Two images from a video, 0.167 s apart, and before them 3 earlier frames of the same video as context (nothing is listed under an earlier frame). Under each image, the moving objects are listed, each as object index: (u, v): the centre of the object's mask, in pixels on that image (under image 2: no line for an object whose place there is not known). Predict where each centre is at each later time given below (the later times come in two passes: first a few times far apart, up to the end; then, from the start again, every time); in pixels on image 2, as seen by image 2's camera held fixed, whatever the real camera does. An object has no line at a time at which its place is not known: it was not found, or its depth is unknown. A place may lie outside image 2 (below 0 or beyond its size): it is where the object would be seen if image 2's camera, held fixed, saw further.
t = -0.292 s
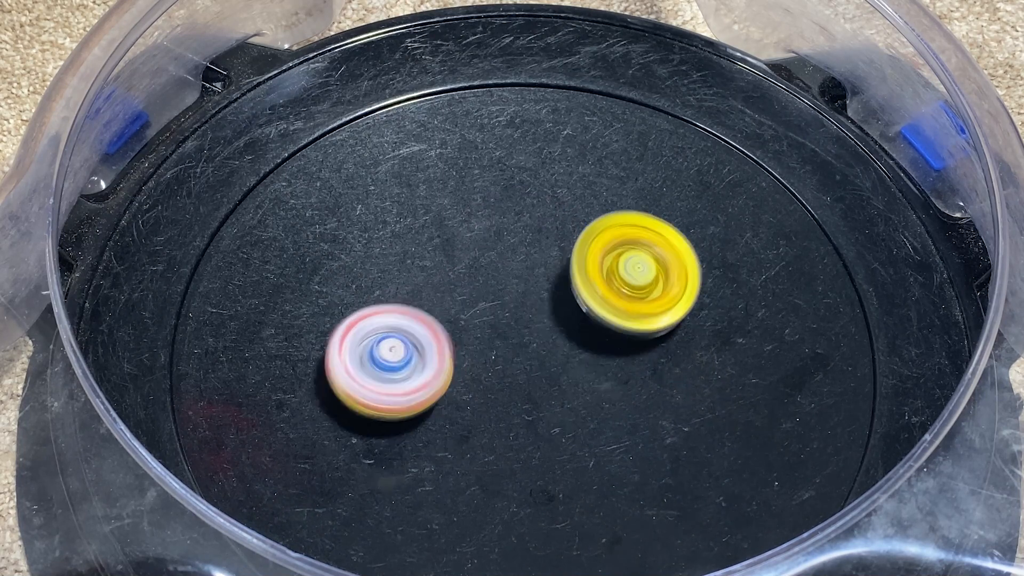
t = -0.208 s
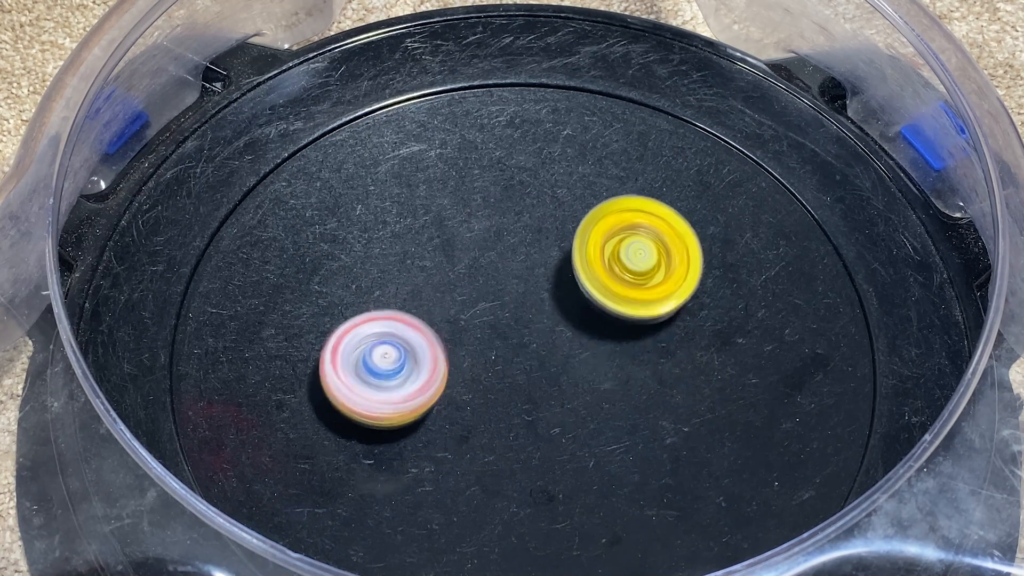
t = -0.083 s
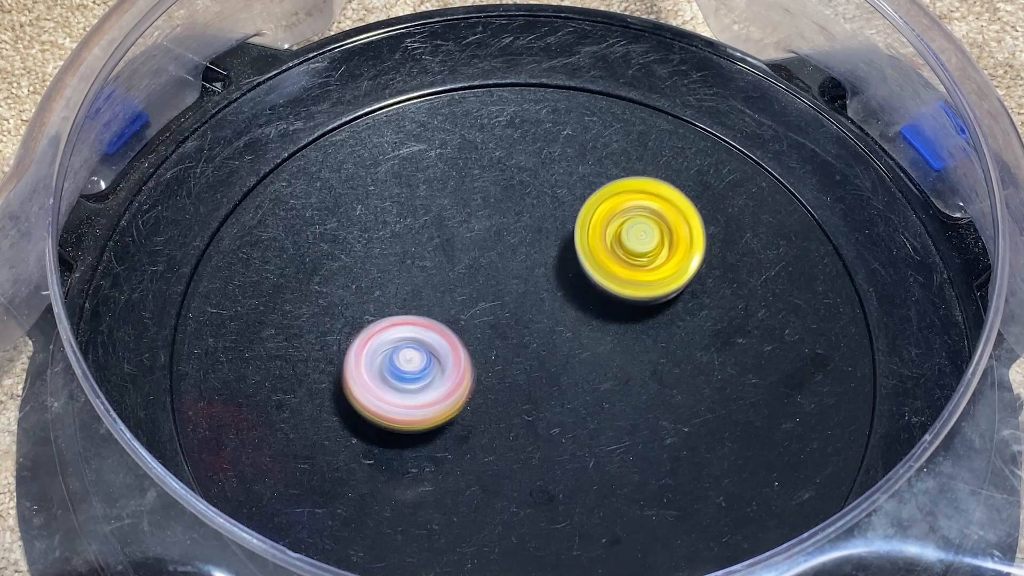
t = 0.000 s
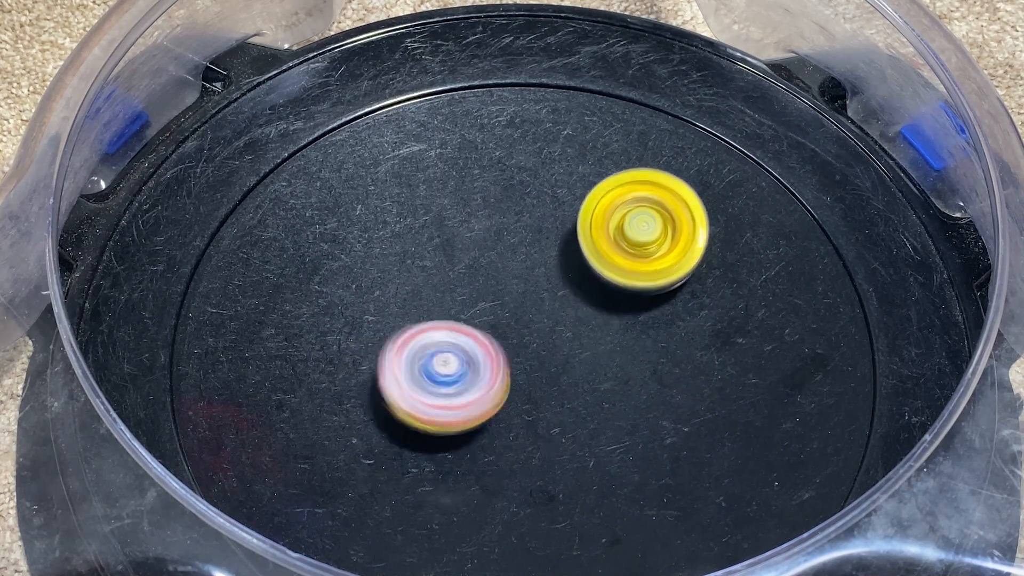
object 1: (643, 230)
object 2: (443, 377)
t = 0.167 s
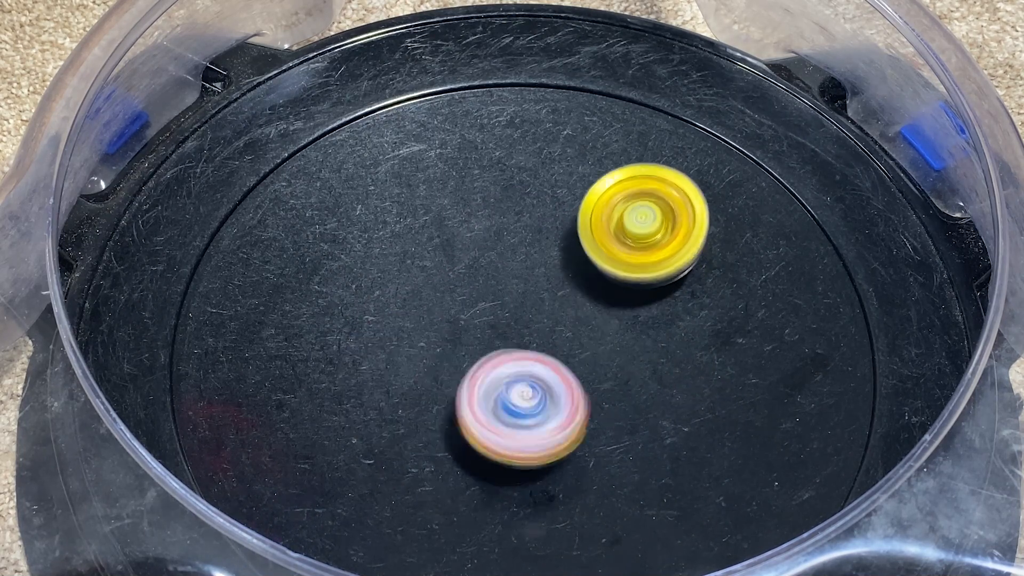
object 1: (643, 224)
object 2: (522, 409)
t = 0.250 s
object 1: (640, 225)
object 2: (544, 432)
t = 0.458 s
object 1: (618, 246)
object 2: (552, 440)
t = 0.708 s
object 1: (569, 258)
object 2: (560, 393)
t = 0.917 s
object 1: (520, 249)
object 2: (560, 398)
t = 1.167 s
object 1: (468, 241)
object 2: (547, 342)
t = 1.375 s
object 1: (440, 237)
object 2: (585, 317)
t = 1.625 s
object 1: (434, 247)
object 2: (570, 333)
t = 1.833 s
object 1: (413, 242)
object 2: (575, 380)
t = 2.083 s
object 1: (397, 258)
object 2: (567, 491)
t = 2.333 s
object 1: (398, 291)
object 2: (496, 385)
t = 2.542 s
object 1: (398, 288)
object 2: (592, 403)
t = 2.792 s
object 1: (405, 326)
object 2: (564, 401)
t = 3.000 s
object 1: (416, 360)
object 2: (560, 318)
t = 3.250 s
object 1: (430, 397)
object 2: (606, 312)
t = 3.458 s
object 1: (443, 420)
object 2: (538, 336)
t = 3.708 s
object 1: (457, 426)
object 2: (486, 287)
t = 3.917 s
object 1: (476, 427)
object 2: (524, 301)
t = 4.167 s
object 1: (489, 447)
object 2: (617, 295)
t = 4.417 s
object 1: (512, 449)
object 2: (598, 356)
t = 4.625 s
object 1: (516, 444)
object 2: (567, 315)
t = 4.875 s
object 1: (537, 426)
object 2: (565, 296)
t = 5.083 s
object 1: (559, 420)
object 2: (534, 287)
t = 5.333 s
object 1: (590, 413)
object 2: (524, 284)
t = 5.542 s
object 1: (603, 406)
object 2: (495, 314)
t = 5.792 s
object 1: (607, 393)
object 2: (455, 350)
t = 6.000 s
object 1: (604, 372)
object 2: (458, 363)
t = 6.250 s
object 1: (620, 347)
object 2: (427, 343)
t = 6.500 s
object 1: (628, 328)
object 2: (491, 326)
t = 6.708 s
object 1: (652, 327)
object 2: (437, 328)
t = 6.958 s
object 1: (641, 326)
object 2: (465, 329)
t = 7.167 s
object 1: (615, 320)
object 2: (500, 382)
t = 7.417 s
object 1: (590, 299)
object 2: (494, 410)
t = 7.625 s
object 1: (582, 278)
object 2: (513, 383)
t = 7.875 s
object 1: (614, 224)
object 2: (431, 480)
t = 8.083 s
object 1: (610, 233)
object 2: (373, 441)
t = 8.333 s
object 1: (582, 275)
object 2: (469, 382)
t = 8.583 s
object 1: (563, 276)
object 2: (505, 409)
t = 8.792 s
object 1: (541, 270)
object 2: (581, 400)
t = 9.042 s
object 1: (526, 258)
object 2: (596, 396)
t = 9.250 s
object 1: (519, 252)
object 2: (568, 363)
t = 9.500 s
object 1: (517, 256)
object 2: (522, 389)
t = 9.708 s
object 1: (516, 250)
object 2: (496, 403)
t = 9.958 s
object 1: (501, 256)
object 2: (502, 387)
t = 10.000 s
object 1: (498, 259)
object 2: (510, 380)
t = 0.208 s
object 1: (642, 225)
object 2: (536, 421)
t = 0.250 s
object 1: (640, 225)
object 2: (544, 432)
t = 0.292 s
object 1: (639, 227)
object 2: (548, 441)
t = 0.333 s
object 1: (635, 230)
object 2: (551, 448)
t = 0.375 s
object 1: (630, 235)
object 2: (553, 448)
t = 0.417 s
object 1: (625, 240)
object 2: (553, 446)
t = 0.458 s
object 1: (618, 246)
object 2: (552, 440)
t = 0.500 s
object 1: (611, 251)
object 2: (549, 433)
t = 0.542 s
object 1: (603, 257)
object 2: (547, 423)
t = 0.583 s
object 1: (595, 261)
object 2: (546, 411)
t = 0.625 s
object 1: (586, 267)
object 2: (549, 397)
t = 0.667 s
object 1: (576, 272)
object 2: (556, 382)
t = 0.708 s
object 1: (569, 258)
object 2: (560, 393)
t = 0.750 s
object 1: (560, 249)
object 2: (564, 404)
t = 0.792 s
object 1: (550, 249)
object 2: (566, 408)
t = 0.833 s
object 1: (540, 250)
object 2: (566, 407)
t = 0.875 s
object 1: (530, 250)
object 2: (563, 404)
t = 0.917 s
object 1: (520, 249)
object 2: (560, 398)
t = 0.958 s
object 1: (510, 249)
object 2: (554, 391)
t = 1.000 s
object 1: (501, 248)
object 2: (549, 383)
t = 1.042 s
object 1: (493, 247)
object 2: (546, 375)
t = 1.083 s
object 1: (484, 246)
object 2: (542, 364)
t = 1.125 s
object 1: (476, 245)
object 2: (543, 351)
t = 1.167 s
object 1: (468, 241)
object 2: (547, 342)
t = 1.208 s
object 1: (462, 241)
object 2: (556, 333)
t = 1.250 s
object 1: (455, 240)
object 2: (564, 327)
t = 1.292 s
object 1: (449, 238)
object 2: (573, 321)
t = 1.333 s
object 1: (444, 237)
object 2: (580, 318)
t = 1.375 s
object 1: (440, 237)
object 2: (585, 317)
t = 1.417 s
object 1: (438, 237)
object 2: (587, 317)
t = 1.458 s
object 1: (437, 238)
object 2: (588, 318)
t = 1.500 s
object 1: (435, 240)
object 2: (586, 320)
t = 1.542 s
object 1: (434, 242)
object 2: (582, 323)
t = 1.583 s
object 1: (434, 244)
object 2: (577, 328)
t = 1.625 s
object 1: (434, 247)
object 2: (570, 333)
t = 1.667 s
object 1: (435, 249)
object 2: (562, 336)
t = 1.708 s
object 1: (436, 253)
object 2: (554, 340)
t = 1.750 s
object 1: (437, 258)
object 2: (543, 341)
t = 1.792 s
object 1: (435, 259)
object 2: (540, 346)
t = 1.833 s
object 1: (413, 242)
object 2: (575, 380)
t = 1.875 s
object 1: (405, 237)
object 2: (602, 408)
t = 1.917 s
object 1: (404, 241)
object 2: (618, 434)
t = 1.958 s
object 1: (402, 244)
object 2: (619, 454)
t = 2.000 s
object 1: (400, 248)
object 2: (610, 472)
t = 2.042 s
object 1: (399, 252)
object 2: (593, 485)
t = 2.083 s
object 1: (397, 258)
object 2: (567, 491)
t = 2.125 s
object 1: (397, 263)
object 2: (541, 487)
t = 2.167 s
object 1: (396, 270)
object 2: (519, 472)
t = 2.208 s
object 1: (397, 276)
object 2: (501, 452)
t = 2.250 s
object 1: (398, 284)
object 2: (491, 427)
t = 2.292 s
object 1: (399, 291)
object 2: (487, 401)
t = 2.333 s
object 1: (398, 291)
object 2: (496, 385)
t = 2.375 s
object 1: (394, 276)
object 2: (520, 394)
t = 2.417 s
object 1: (397, 273)
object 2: (542, 396)
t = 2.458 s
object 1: (399, 277)
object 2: (561, 397)
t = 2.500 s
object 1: (398, 283)
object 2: (579, 398)
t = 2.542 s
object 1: (398, 288)
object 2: (592, 403)
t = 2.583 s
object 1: (398, 295)
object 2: (598, 410)
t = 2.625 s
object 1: (399, 301)
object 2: (596, 415)
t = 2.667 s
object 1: (400, 307)
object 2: (589, 417)
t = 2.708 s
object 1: (402, 313)
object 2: (581, 415)
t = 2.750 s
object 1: (403, 320)
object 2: (571, 409)
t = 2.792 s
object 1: (405, 326)
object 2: (564, 401)
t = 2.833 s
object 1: (407, 333)
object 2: (556, 385)
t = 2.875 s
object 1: (410, 340)
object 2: (553, 368)
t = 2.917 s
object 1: (412, 346)
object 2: (552, 350)
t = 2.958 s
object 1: (414, 353)
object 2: (555, 334)
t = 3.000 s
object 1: (416, 360)
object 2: (560, 318)
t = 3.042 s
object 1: (418, 366)
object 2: (568, 305)
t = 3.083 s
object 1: (420, 373)
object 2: (581, 295)
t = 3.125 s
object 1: (423, 379)
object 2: (594, 292)
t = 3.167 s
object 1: (425, 385)
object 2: (607, 295)
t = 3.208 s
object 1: (427, 391)
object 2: (610, 304)
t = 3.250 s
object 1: (430, 397)
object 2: (606, 312)
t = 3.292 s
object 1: (432, 402)
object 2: (596, 319)
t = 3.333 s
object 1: (435, 407)
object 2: (584, 326)
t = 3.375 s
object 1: (437, 412)
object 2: (571, 332)
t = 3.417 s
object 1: (440, 416)
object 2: (556, 335)
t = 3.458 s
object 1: (443, 420)
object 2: (538, 336)
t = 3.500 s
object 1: (445, 422)
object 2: (521, 332)
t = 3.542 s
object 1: (448, 424)
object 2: (503, 324)
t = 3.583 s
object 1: (450, 425)
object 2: (490, 315)
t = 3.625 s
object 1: (453, 425)
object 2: (483, 305)
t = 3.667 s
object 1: (455, 426)
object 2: (482, 294)
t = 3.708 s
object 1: (457, 426)
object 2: (486, 287)
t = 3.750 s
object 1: (460, 427)
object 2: (492, 282)
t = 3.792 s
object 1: (464, 427)
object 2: (499, 282)
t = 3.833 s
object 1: (467, 427)
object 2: (507, 284)
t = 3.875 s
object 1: (472, 427)
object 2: (516, 293)
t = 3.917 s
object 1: (476, 427)
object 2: (524, 301)
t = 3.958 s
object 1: (482, 426)
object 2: (531, 312)
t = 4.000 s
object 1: (488, 425)
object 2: (537, 322)
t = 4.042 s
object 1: (482, 438)
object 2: (555, 313)
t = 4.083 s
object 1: (479, 446)
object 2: (578, 298)
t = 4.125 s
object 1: (484, 446)
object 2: (599, 293)
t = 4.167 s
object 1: (489, 447)
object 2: (617, 295)
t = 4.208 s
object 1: (494, 448)
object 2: (632, 301)
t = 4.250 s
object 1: (499, 448)
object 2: (641, 314)
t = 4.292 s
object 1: (504, 448)
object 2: (640, 329)
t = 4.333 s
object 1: (509, 448)
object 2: (629, 344)
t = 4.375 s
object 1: (515, 447)
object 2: (611, 355)
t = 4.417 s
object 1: (512, 449)
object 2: (598, 356)
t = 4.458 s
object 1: (504, 450)
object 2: (596, 347)
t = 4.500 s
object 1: (508, 446)
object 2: (588, 339)
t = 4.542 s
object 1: (511, 446)
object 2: (580, 332)
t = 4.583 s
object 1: (513, 445)
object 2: (572, 324)
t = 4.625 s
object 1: (516, 444)
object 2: (567, 315)
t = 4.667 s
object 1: (518, 442)
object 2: (565, 308)
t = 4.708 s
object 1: (521, 440)
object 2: (566, 304)
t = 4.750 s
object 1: (524, 437)
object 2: (567, 302)
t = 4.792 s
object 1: (528, 433)
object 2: (569, 299)
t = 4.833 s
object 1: (532, 430)
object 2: (568, 297)
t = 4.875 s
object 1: (537, 426)
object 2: (565, 296)
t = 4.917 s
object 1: (542, 422)
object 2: (560, 296)
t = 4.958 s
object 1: (547, 418)
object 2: (554, 297)
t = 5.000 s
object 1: (552, 414)
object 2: (547, 299)
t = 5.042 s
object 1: (557, 415)
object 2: (540, 297)
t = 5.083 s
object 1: (559, 420)
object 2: (534, 287)
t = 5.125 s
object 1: (563, 418)
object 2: (530, 279)
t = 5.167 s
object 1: (570, 417)
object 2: (528, 277)
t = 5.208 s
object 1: (575, 416)
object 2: (526, 276)
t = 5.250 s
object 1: (580, 415)
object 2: (525, 278)
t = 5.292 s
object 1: (586, 414)
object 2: (524, 281)
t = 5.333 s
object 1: (590, 413)
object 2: (524, 284)
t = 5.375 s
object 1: (594, 412)
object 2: (521, 288)
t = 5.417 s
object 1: (597, 411)
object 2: (519, 293)
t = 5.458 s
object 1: (600, 409)
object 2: (513, 300)
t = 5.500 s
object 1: (602, 408)
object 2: (504, 306)
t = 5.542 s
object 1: (603, 406)
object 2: (495, 314)
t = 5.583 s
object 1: (605, 405)
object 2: (487, 321)
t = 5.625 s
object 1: (606, 403)
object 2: (478, 329)
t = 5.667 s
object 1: (607, 401)
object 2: (472, 334)
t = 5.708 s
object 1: (607, 399)
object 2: (465, 340)
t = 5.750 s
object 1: (607, 396)
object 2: (459, 345)
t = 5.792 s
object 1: (607, 393)
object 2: (455, 350)
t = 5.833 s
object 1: (607, 389)
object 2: (451, 354)
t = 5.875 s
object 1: (606, 385)
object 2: (450, 357)
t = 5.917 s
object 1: (605, 381)
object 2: (451, 360)
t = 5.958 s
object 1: (605, 377)
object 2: (454, 362)
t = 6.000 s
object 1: (604, 372)
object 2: (458, 363)
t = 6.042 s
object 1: (604, 367)
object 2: (463, 364)
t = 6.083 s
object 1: (603, 363)
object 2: (469, 365)
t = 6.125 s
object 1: (614, 359)
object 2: (456, 361)
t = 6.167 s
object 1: (618, 357)
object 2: (440, 356)
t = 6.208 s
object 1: (618, 352)
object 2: (430, 350)
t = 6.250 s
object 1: (620, 347)
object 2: (427, 343)
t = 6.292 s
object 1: (622, 343)
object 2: (427, 333)
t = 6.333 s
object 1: (624, 340)
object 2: (431, 327)
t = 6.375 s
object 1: (625, 336)
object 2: (441, 321)
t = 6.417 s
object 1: (626, 333)
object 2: (456, 319)
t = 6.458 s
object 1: (628, 330)
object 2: (472, 322)
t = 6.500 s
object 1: (628, 328)
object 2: (491, 326)
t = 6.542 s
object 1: (641, 327)
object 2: (486, 329)
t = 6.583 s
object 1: (650, 330)
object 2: (466, 332)
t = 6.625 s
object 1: (650, 329)
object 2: (453, 331)
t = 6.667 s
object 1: (652, 328)
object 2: (441, 330)
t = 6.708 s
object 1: (652, 327)
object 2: (437, 328)
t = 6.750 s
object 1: (653, 326)
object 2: (438, 327)
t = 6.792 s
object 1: (652, 325)
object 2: (440, 326)
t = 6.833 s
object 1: (651, 325)
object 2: (444, 324)
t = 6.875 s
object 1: (649, 325)
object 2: (449, 324)
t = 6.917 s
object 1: (645, 325)
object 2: (456, 326)
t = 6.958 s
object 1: (641, 326)
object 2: (465, 329)
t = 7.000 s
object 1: (635, 325)
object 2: (477, 337)
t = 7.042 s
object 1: (630, 323)
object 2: (487, 347)
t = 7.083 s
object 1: (624, 323)
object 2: (497, 358)
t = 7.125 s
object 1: (622, 322)
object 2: (500, 371)
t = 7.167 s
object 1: (615, 320)
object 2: (500, 382)
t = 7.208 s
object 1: (610, 317)
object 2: (497, 393)
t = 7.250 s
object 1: (606, 314)
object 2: (495, 400)
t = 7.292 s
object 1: (601, 310)
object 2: (493, 406)
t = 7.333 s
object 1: (597, 307)
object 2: (493, 409)
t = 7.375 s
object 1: (594, 302)
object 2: (493, 410)
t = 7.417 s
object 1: (590, 299)
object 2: (494, 410)
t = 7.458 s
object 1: (588, 294)
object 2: (496, 407)
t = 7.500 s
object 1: (586, 289)
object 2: (498, 402)
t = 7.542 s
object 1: (584, 286)
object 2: (502, 396)
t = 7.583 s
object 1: (583, 281)
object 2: (506, 391)
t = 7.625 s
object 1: (582, 278)
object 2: (513, 383)
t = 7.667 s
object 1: (581, 274)
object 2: (521, 375)
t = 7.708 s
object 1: (594, 252)
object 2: (510, 403)
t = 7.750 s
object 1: (609, 231)
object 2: (489, 436)
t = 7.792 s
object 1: (616, 223)
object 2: (469, 458)
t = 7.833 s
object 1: (616, 223)
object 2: (451, 471)
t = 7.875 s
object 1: (614, 224)
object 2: (431, 480)
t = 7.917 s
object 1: (613, 225)
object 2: (411, 485)
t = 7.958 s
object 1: (613, 225)
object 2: (392, 484)
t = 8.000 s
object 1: (613, 227)
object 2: (376, 475)
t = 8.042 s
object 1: (612, 230)
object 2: (369, 460)
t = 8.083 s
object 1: (610, 233)
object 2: (373, 441)
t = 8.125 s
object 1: (607, 237)
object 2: (387, 420)
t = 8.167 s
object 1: (603, 241)
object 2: (407, 402)
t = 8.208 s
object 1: (597, 249)
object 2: (430, 387)
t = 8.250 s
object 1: (587, 261)
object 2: (456, 374)
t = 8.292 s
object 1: (575, 277)
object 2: (481, 363)
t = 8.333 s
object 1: (582, 275)
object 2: (469, 382)
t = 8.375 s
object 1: (586, 272)
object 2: (461, 401)
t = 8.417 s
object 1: (584, 274)
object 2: (459, 412)
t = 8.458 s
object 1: (577, 276)
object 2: (466, 415)
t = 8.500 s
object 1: (573, 276)
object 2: (478, 414)
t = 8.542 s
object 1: (568, 276)
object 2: (492, 412)
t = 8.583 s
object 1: (563, 276)
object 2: (505, 409)
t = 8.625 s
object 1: (558, 276)
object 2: (520, 406)
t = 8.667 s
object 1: (553, 275)
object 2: (535, 403)
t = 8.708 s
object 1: (549, 273)
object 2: (551, 400)
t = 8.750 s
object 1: (545, 272)
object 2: (567, 399)
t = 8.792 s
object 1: (541, 270)
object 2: (581, 400)
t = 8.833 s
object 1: (537, 268)
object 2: (591, 403)
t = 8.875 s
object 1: (534, 266)
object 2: (596, 405)
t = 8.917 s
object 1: (531, 264)
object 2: (599, 406)
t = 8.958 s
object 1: (529, 261)
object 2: (600, 404)
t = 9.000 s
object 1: (527, 260)
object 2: (599, 401)
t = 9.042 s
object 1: (526, 258)
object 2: (596, 396)
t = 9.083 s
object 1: (525, 258)
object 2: (590, 390)
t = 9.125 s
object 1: (523, 258)
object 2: (584, 382)
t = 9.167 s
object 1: (521, 258)
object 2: (578, 375)
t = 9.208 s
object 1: (519, 257)
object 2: (571, 365)
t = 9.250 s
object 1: (519, 252)
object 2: (568, 363)
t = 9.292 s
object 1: (522, 254)
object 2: (563, 363)
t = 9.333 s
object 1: (521, 252)
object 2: (558, 373)
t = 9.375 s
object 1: (523, 253)
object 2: (553, 381)
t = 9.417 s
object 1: (519, 256)
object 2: (544, 386)
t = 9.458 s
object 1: (517, 254)
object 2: (533, 390)
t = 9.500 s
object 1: (517, 256)
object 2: (522, 389)
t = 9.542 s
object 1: (514, 258)
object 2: (513, 385)
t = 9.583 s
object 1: (513, 260)
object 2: (506, 378)
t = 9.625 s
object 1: (512, 252)
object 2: (501, 382)
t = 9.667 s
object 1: (515, 247)
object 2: (499, 397)
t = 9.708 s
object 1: (516, 250)
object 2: (496, 403)
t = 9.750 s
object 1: (511, 252)
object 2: (495, 405)
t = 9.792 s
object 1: (509, 251)
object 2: (494, 404)
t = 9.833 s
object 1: (509, 252)
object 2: (495, 402)
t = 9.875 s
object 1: (505, 254)
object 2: (495, 399)
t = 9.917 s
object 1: (503, 255)
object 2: (498, 393)
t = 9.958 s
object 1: (501, 256)
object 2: (502, 387)
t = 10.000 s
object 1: (498, 259)
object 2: (510, 380)
